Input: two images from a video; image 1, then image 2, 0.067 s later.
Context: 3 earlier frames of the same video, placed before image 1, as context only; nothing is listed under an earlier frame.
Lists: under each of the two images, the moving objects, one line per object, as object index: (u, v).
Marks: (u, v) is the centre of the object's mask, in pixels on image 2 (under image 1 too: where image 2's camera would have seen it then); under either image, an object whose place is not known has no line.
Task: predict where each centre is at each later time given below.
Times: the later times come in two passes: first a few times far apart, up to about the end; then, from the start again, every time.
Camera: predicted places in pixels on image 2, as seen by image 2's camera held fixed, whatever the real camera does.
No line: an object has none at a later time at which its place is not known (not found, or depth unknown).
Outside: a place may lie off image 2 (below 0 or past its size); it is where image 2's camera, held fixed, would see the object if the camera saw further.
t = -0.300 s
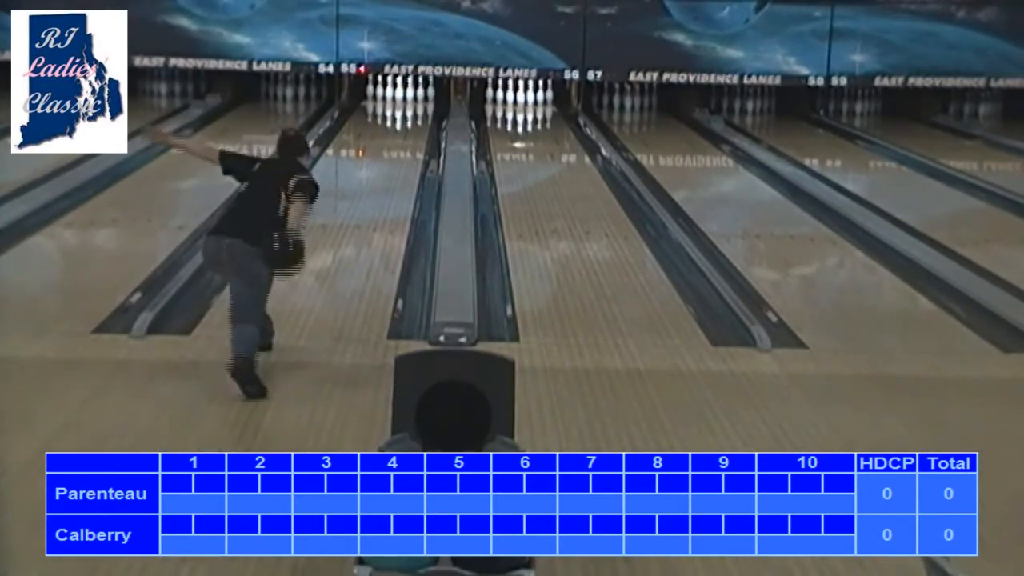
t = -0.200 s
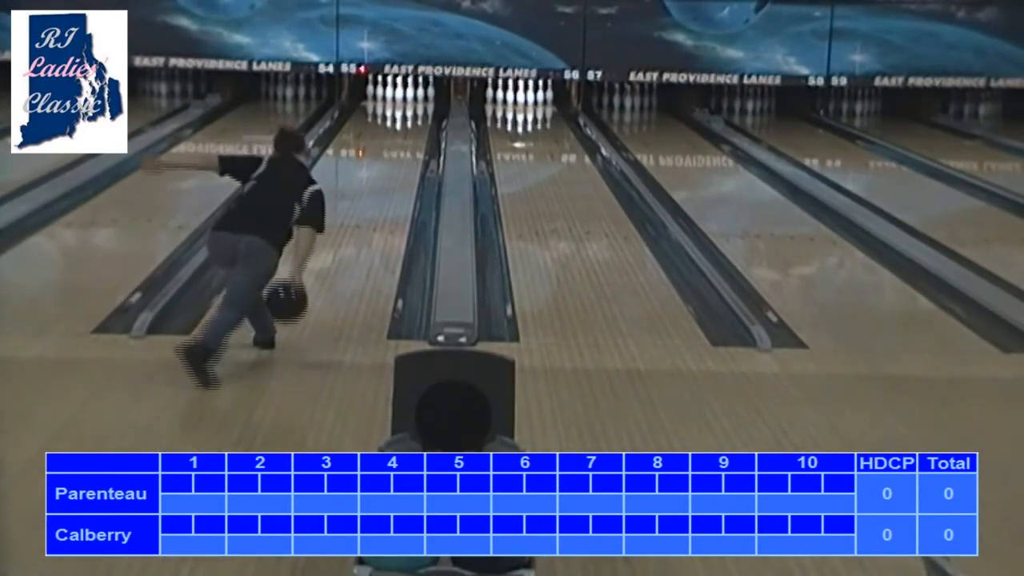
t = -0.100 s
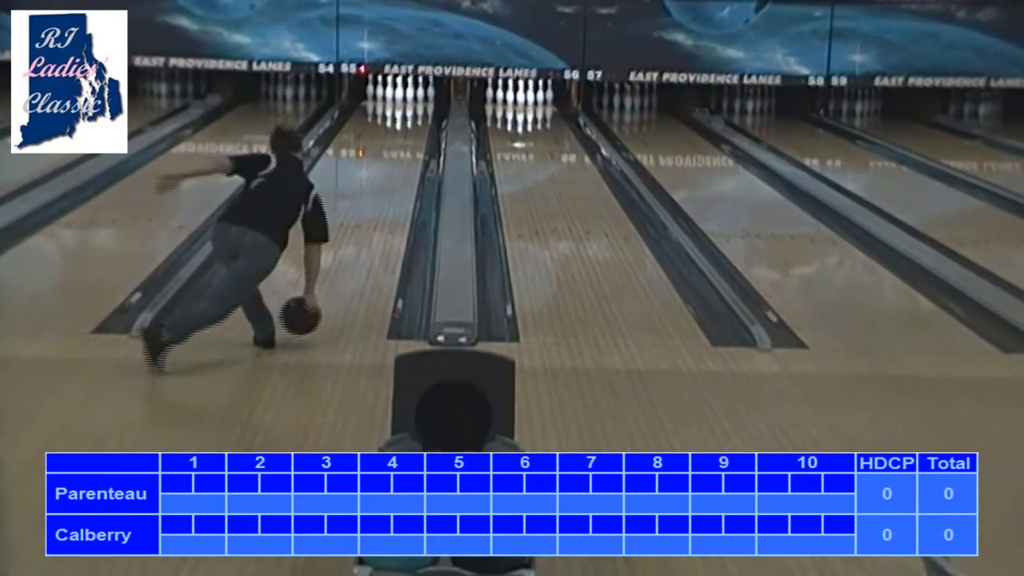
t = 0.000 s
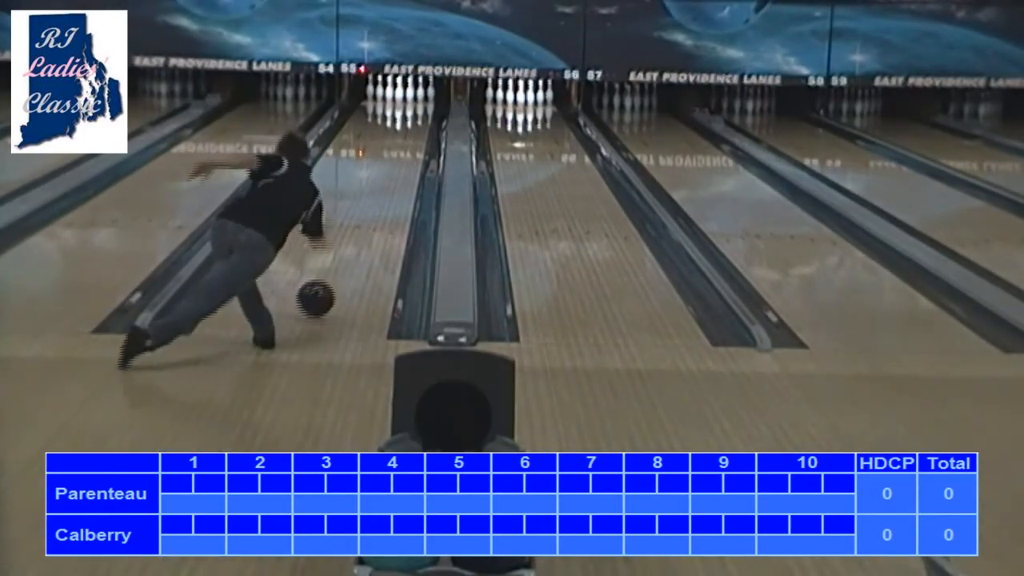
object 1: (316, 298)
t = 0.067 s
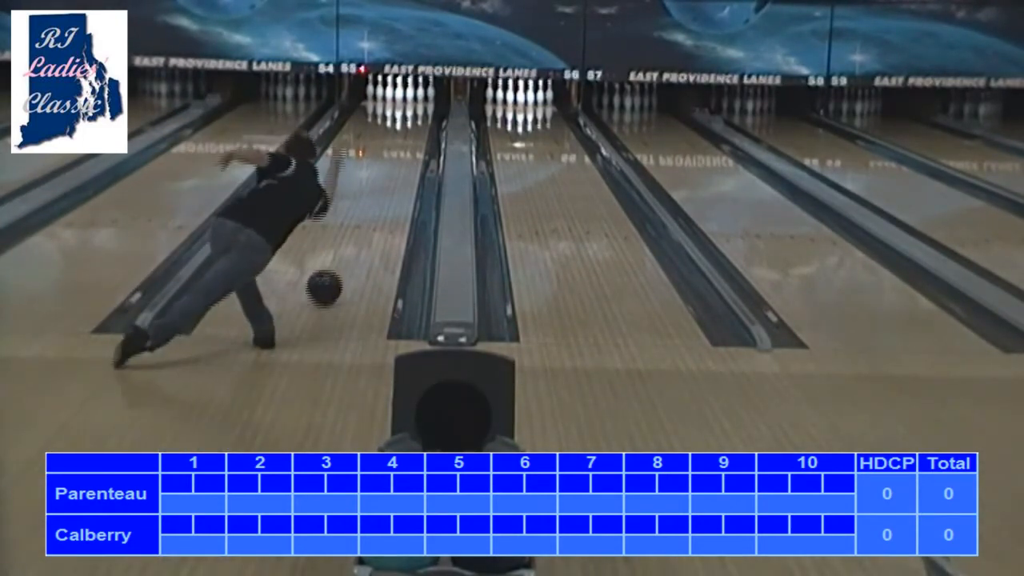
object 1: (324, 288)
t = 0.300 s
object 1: (348, 248)
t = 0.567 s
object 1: (369, 213)
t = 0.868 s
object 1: (386, 183)
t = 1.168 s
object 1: (399, 159)
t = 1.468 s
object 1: (408, 140)
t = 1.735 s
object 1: (413, 127)
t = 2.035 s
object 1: (416, 115)
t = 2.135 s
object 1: (416, 111)
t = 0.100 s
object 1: (329, 281)
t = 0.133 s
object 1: (332, 275)
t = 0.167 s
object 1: (335, 269)
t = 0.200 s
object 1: (339, 263)
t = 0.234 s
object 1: (342, 258)
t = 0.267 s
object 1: (345, 253)
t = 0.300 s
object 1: (348, 248)
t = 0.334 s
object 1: (351, 242)
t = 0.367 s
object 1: (354, 238)
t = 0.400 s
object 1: (357, 233)
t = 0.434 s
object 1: (360, 229)
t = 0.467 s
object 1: (362, 225)
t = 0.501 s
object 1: (364, 220)
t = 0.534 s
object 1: (367, 216)
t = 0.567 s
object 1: (369, 213)
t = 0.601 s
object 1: (371, 208)
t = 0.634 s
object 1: (373, 205)
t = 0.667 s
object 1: (375, 201)
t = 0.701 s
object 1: (377, 198)
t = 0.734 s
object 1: (379, 195)
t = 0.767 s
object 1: (381, 192)
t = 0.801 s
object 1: (383, 189)
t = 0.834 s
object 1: (384, 186)
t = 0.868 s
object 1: (386, 183)
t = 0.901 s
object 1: (388, 180)
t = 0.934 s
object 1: (389, 177)
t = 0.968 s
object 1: (391, 174)
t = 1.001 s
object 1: (392, 172)
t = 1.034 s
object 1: (394, 169)
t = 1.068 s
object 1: (395, 166)
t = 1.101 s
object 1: (396, 164)
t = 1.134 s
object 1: (397, 162)
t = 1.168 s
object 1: (399, 159)
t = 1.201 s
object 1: (400, 156)
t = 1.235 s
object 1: (401, 154)
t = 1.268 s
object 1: (402, 153)
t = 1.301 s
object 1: (403, 150)
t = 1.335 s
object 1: (404, 148)
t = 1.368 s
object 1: (405, 146)
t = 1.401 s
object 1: (406, 144)
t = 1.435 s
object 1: (407, 142)
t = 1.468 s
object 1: (408, 140)
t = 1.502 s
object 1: (409, 139)
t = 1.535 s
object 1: (409, 137)
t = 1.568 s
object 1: (410, 135)
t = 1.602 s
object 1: (410, 134)
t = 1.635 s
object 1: (411, 132)
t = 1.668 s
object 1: (412, 130)
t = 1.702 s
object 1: (412, 129)
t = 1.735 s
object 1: (413, 127)
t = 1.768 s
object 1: (414, 125)
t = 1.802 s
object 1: (413, 123)
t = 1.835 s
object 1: (413, 122)
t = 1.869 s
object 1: (414, 121)
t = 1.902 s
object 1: (414, 120)
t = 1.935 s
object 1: (415, 119)
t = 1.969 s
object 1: (416, 117)
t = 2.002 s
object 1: (416, 116)
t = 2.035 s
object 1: (416, 115)
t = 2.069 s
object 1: (416, 113)
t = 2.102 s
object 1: (416, 112)
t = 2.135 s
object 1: (416, 111)
